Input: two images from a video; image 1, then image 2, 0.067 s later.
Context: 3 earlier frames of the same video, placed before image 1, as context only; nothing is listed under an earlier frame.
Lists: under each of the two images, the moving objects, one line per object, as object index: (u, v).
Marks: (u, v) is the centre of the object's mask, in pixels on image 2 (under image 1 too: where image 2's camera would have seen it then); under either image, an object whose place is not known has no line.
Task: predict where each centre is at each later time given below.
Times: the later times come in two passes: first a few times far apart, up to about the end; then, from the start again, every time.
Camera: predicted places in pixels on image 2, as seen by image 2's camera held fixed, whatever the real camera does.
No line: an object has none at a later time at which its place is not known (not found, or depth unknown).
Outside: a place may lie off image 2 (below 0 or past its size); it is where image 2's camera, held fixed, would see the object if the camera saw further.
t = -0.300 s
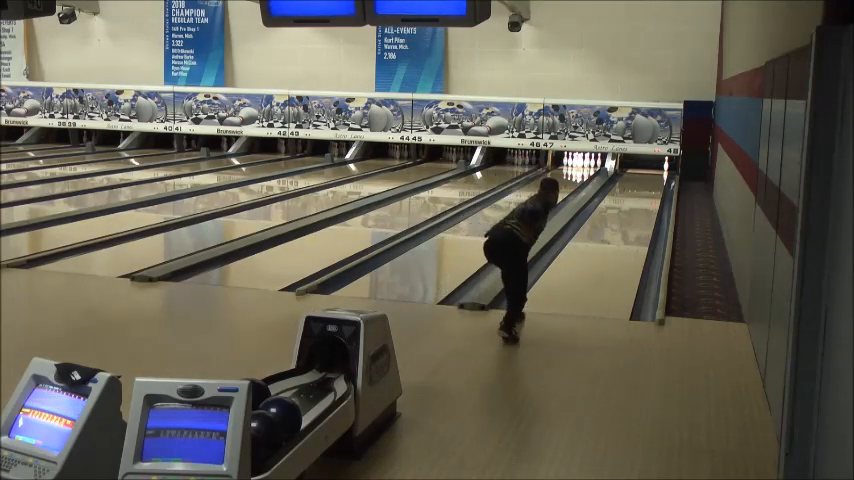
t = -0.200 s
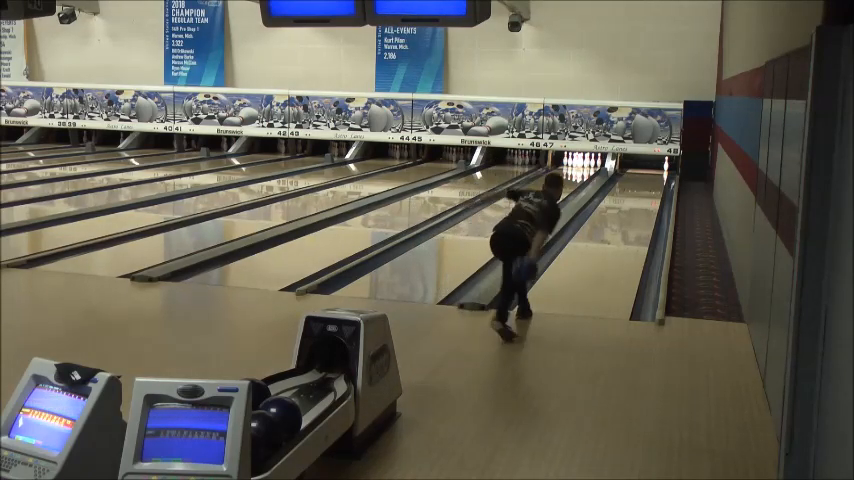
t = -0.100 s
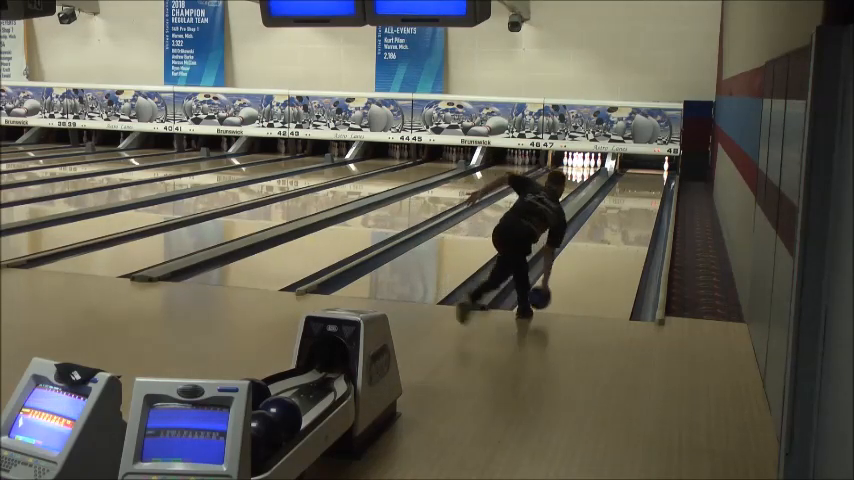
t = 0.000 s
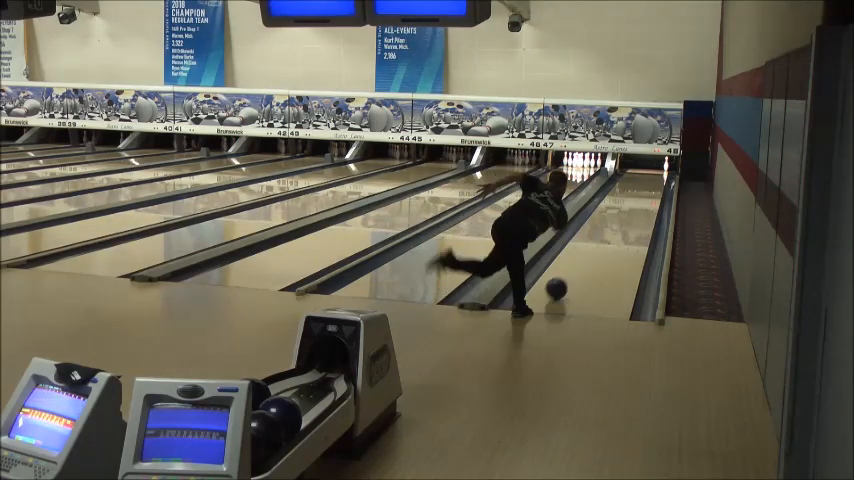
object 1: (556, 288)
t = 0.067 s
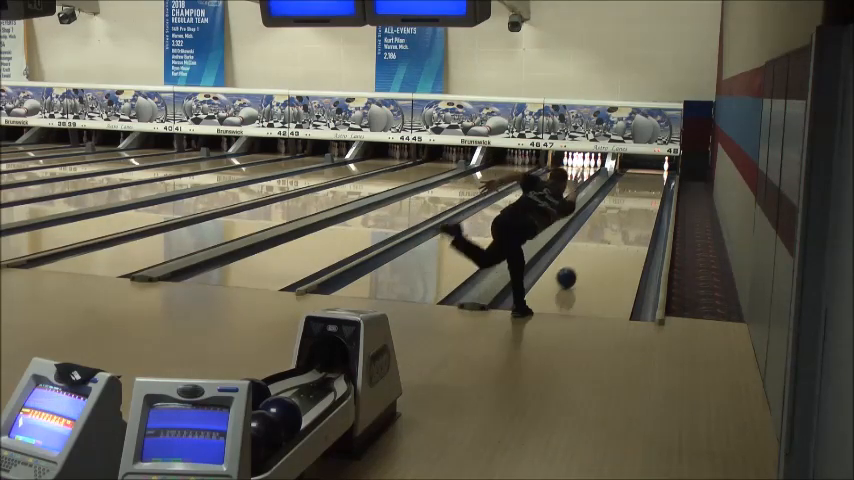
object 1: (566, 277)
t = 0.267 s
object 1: (590, 252)
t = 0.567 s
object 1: (614, 225)
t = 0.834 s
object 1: (630, 207)
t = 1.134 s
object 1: (642, 193)
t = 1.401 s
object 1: (651, 183)
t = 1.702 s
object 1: (657, 174)
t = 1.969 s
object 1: (660, 167)
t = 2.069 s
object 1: (661, 166)
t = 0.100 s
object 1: (570, 273)
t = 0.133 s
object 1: (575, 268)
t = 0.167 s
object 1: (579, 264)
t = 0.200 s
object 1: (583, 259)
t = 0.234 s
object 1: (586, 255)
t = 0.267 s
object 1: (590, 252)
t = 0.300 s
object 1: (593, 248)
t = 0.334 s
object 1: (596, 245)
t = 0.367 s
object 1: (599, 241)
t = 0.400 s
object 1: (602, 238)
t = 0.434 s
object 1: (605, 235)
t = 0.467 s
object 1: (607, 233)
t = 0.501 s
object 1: (610, 230)
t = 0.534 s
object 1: (612, 227)
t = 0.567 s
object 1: (614, 225)
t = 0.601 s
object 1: (617, 222)
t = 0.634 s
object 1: (619, 220)
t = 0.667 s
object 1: (621, 218)
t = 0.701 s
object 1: (623, 216)
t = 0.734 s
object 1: (625, 214)
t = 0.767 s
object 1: (627, 211)
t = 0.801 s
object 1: (628, 209)
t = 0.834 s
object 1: (630, 207)
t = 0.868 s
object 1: (631, 206)
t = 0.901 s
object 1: (633, 204)
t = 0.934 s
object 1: (634, 202)
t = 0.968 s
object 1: (636, 200)
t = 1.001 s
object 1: (637, 199)
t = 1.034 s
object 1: (639, 197)
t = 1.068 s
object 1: (640, 196)
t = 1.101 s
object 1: (641, 195)
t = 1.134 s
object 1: (642, 193)
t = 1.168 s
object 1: (644, 191)
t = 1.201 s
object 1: (645, 190)
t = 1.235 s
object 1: (646, 189)
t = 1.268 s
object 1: (647, 187)
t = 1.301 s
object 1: (648, 187)
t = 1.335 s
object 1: (649, 185)
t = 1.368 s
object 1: (650, 184)
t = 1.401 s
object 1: (651, 183)
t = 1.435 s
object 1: (651, 182)
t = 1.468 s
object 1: (652, 181)
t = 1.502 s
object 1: (653, 180)
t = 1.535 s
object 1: (653, 179)
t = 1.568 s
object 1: (655, 179)
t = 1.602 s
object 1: (655, 178)
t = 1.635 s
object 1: (656, 176)
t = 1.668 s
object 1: (656, 175)
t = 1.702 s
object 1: (657, 174)
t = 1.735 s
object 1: (658, 173)
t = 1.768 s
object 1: (658, 172)
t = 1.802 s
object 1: (658, 172)
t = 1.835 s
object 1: (659, 171)
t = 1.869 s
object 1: (659, 170)
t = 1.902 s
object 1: (659, 170)
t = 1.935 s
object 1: (660, 168)
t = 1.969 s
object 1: (660, 167)
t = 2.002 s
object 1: (660, 167)
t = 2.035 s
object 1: (661, 167)
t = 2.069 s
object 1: (661, 166)
